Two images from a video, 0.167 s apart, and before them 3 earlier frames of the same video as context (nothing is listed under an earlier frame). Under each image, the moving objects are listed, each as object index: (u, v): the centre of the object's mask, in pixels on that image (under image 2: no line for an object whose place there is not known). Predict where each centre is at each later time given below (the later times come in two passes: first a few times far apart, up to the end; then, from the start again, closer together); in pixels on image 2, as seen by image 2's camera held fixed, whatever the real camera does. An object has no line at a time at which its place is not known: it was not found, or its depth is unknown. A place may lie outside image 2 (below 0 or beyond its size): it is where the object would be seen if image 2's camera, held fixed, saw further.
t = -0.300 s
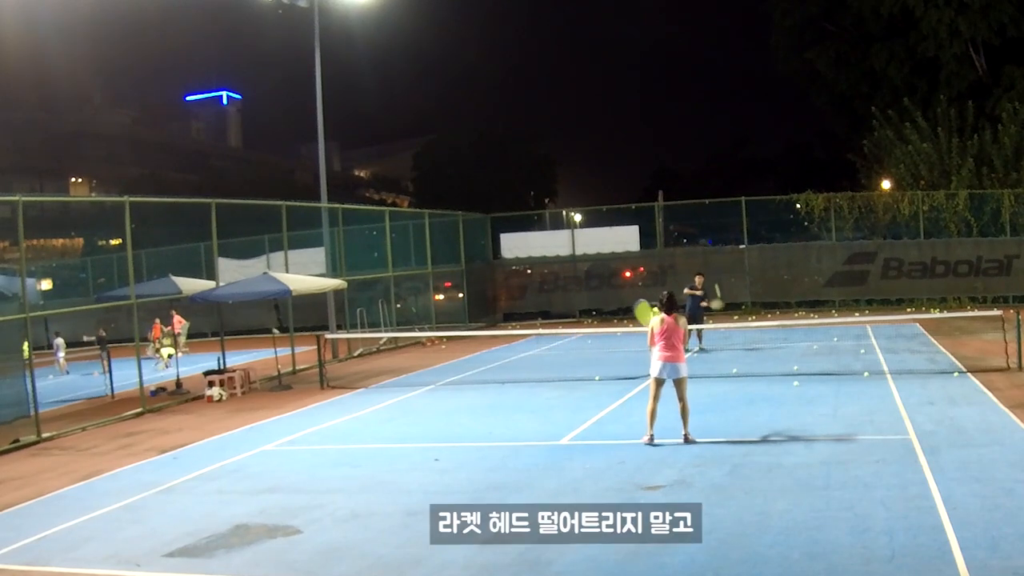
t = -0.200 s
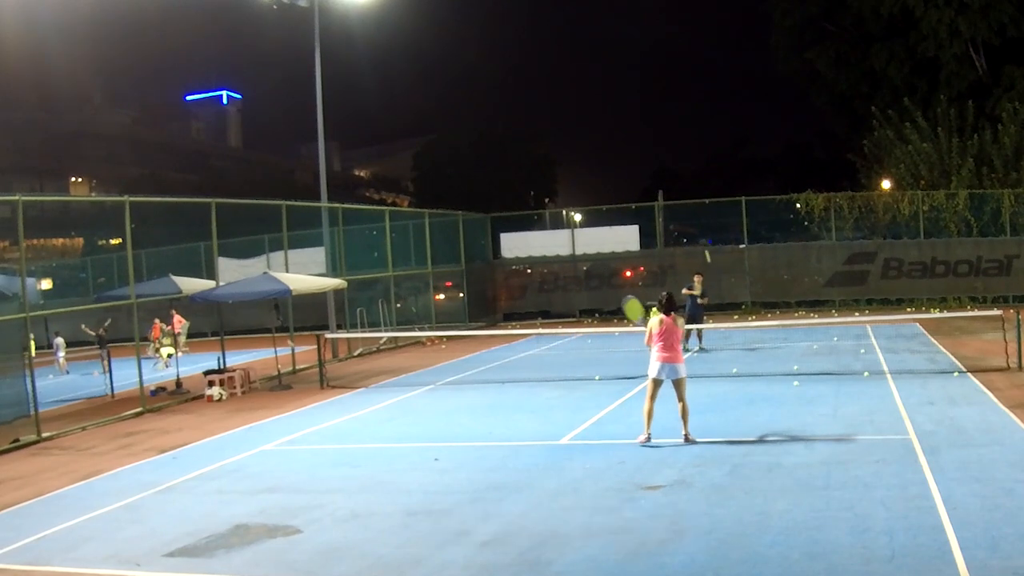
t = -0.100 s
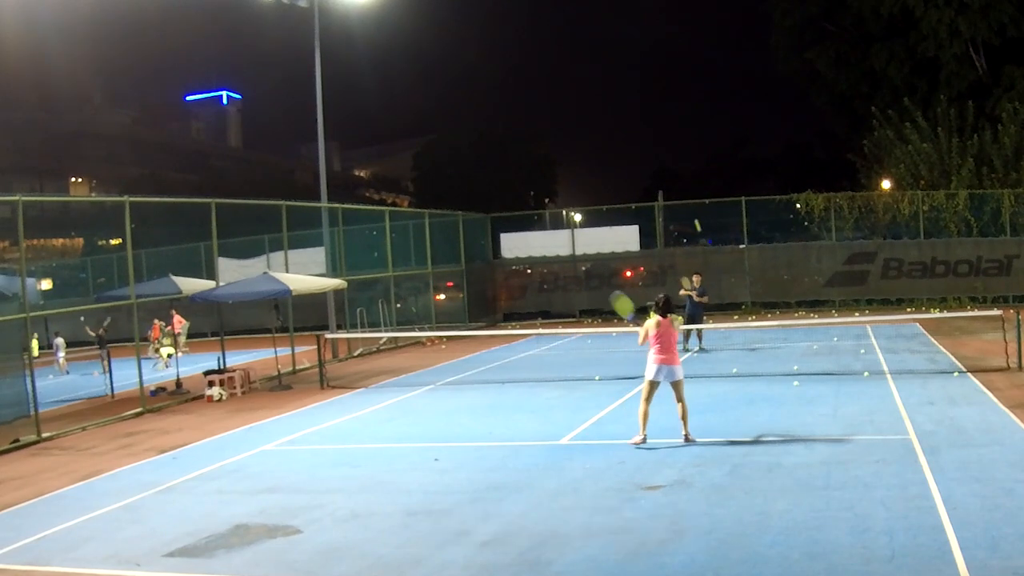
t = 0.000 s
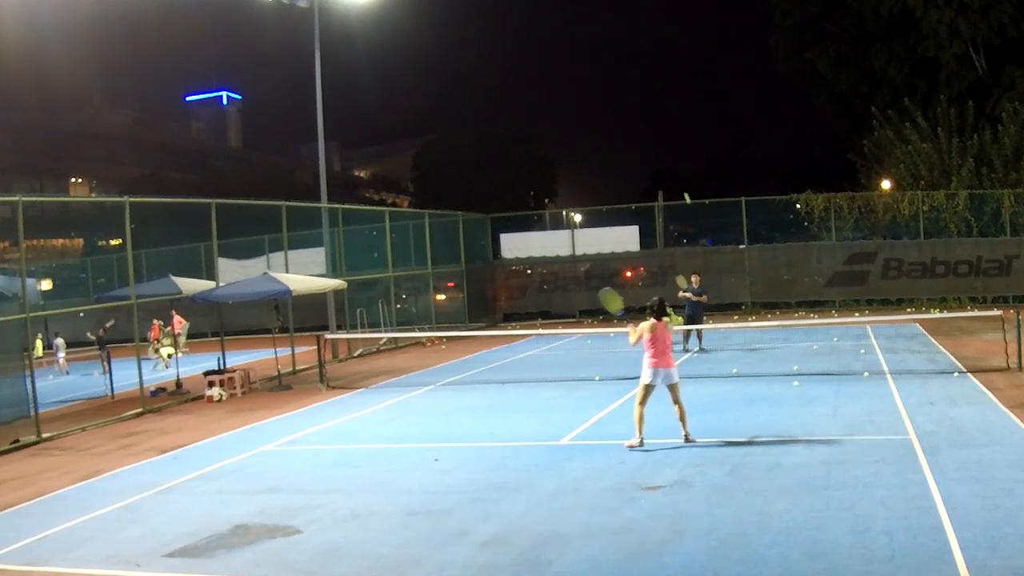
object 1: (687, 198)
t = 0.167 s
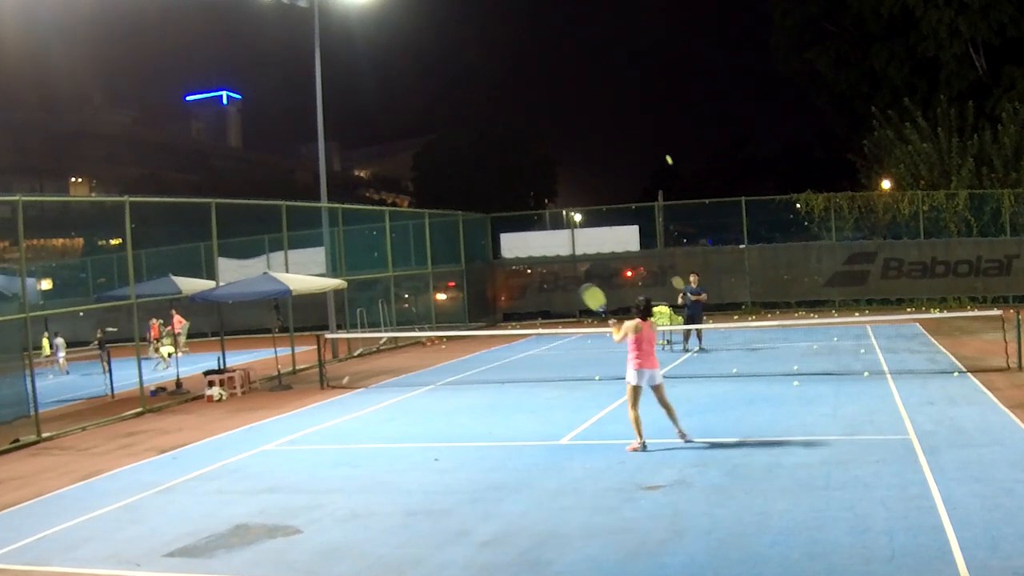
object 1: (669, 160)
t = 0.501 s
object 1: (630, 121)
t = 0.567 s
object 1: (622, 121)
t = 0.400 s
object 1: (640, 125)
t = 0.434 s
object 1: (638, 124)
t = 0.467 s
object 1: (634, 123)
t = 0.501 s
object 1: (630, 121)
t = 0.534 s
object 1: (626, 121)
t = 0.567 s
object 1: (622, 121)
